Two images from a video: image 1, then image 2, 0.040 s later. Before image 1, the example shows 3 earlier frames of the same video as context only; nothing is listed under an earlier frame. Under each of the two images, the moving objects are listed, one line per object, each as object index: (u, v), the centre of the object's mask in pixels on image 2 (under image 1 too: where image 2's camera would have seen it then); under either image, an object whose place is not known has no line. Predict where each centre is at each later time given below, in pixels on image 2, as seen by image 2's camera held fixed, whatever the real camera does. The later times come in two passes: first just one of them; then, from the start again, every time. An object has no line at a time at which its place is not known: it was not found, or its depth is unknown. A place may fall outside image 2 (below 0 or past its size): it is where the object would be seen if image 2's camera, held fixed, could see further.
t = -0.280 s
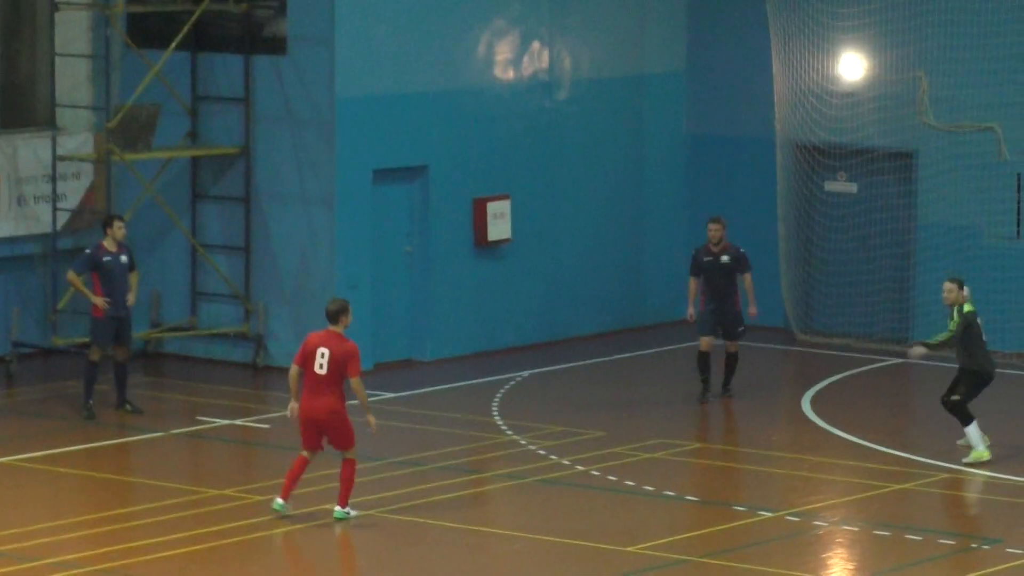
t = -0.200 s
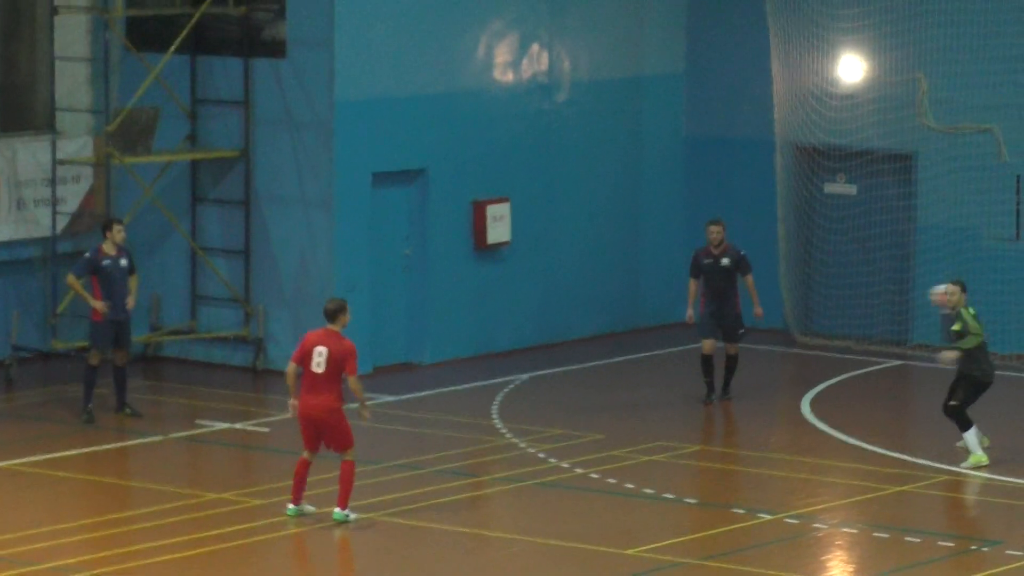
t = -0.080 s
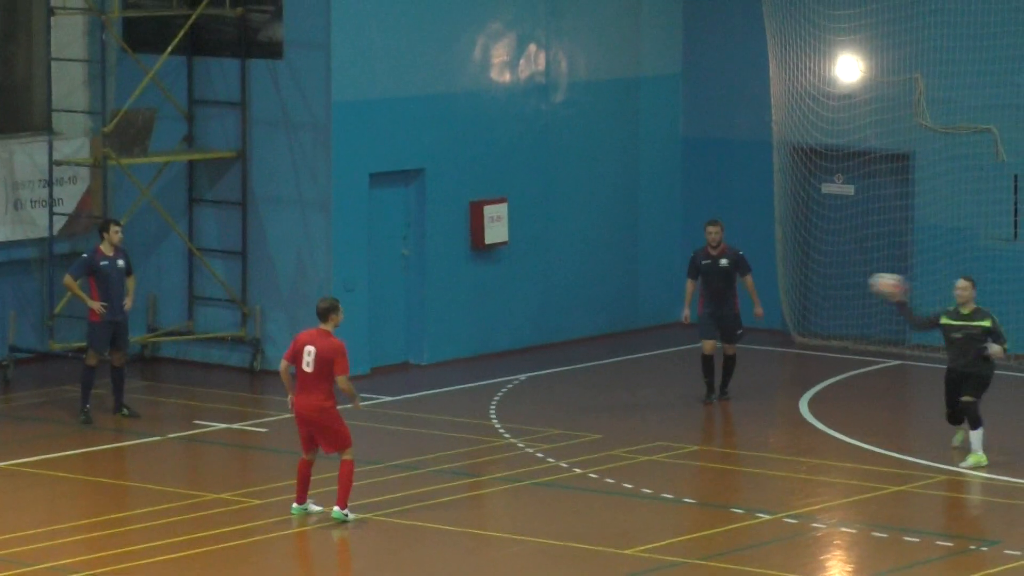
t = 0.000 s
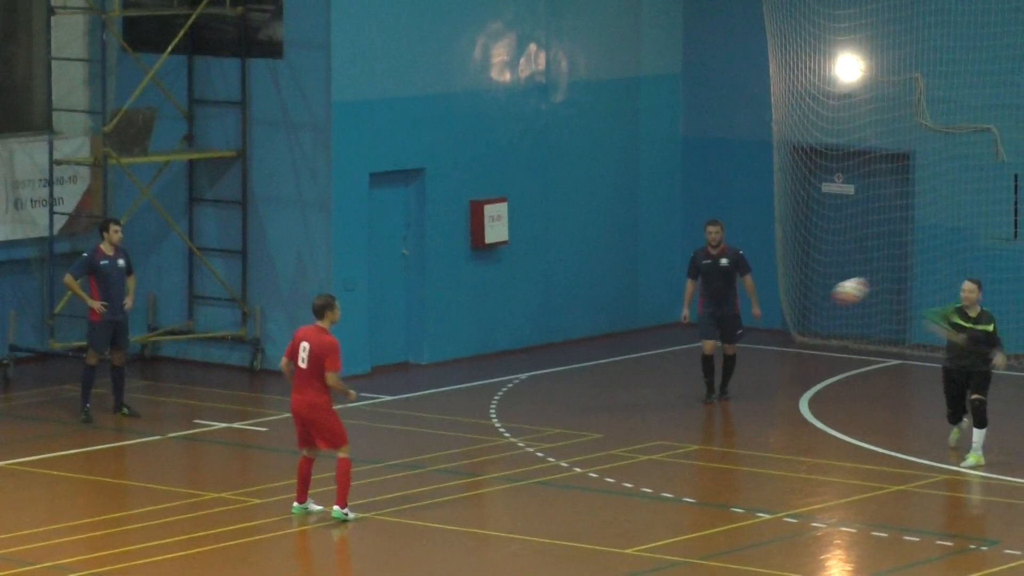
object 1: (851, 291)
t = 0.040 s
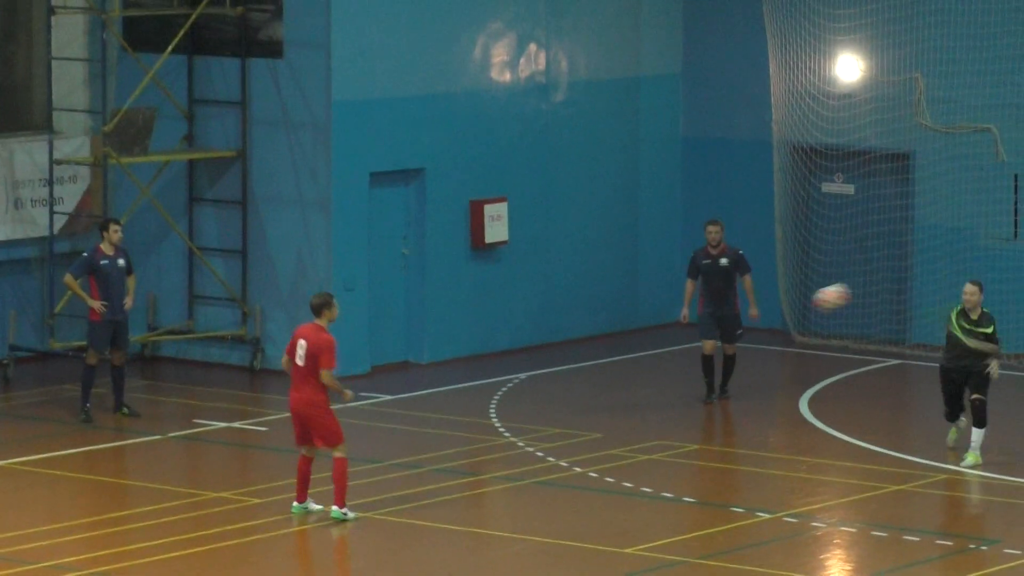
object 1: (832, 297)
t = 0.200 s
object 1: (744, 344)
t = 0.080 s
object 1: (811, 306)
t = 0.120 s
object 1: (790, 317)
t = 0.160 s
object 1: (768, 329)
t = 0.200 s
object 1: (744, 344)
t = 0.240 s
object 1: (717, 360)
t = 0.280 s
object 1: (692, 380)
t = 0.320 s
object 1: (664, 397)
